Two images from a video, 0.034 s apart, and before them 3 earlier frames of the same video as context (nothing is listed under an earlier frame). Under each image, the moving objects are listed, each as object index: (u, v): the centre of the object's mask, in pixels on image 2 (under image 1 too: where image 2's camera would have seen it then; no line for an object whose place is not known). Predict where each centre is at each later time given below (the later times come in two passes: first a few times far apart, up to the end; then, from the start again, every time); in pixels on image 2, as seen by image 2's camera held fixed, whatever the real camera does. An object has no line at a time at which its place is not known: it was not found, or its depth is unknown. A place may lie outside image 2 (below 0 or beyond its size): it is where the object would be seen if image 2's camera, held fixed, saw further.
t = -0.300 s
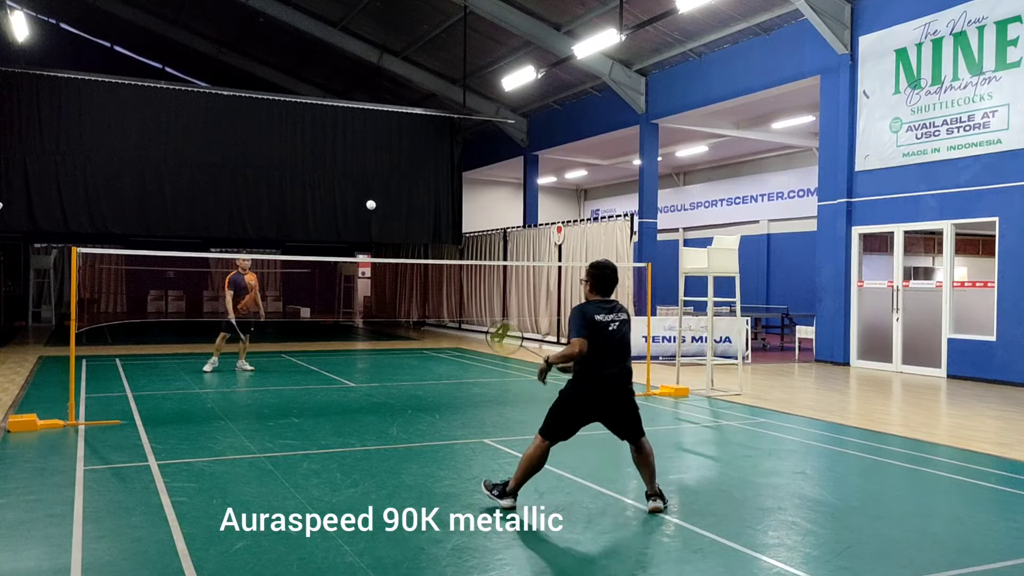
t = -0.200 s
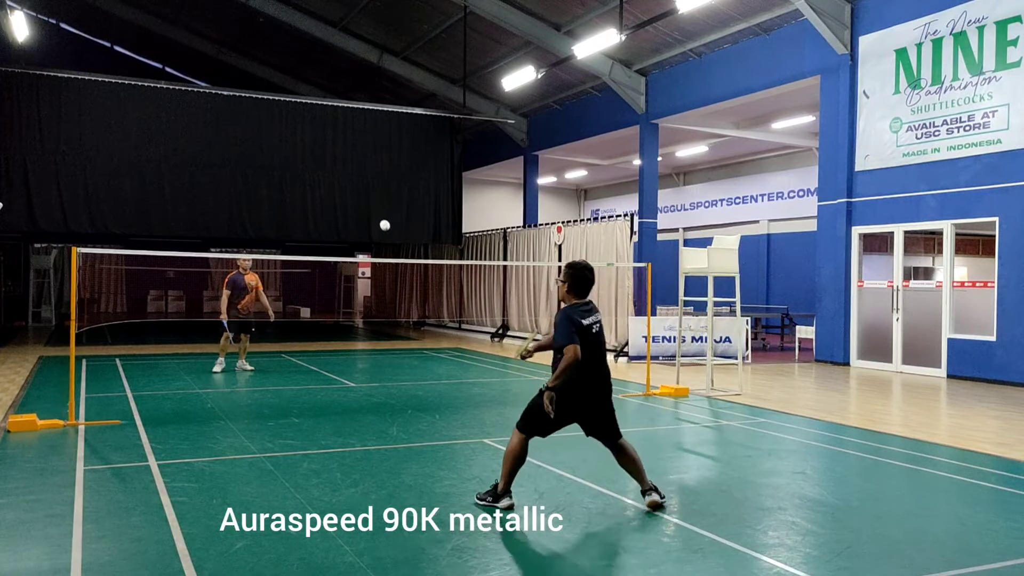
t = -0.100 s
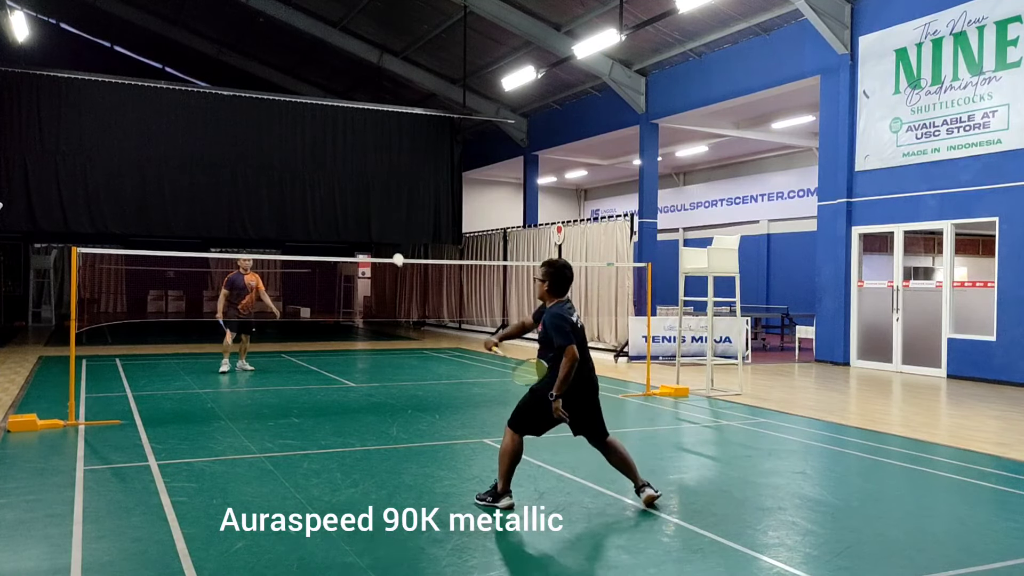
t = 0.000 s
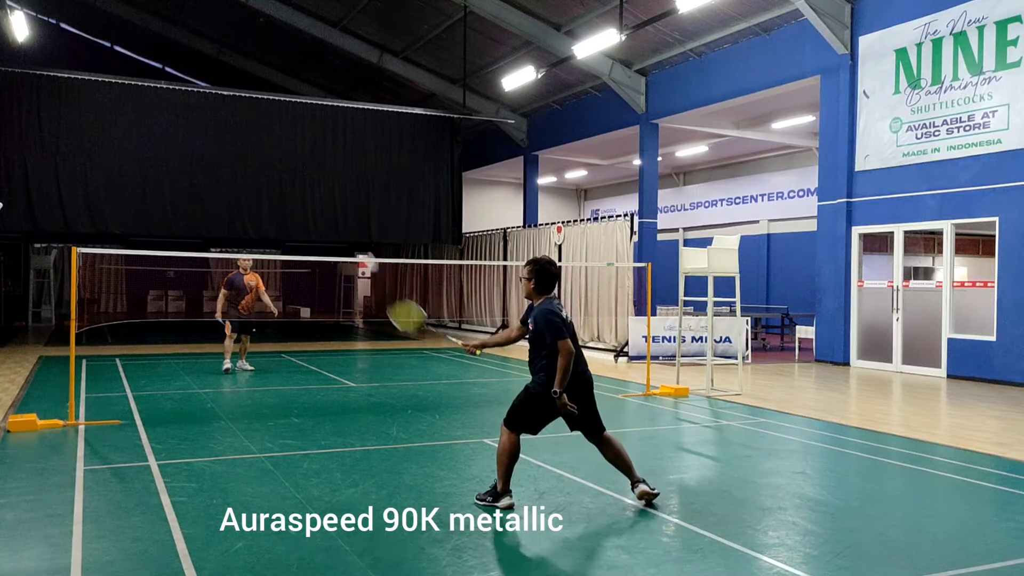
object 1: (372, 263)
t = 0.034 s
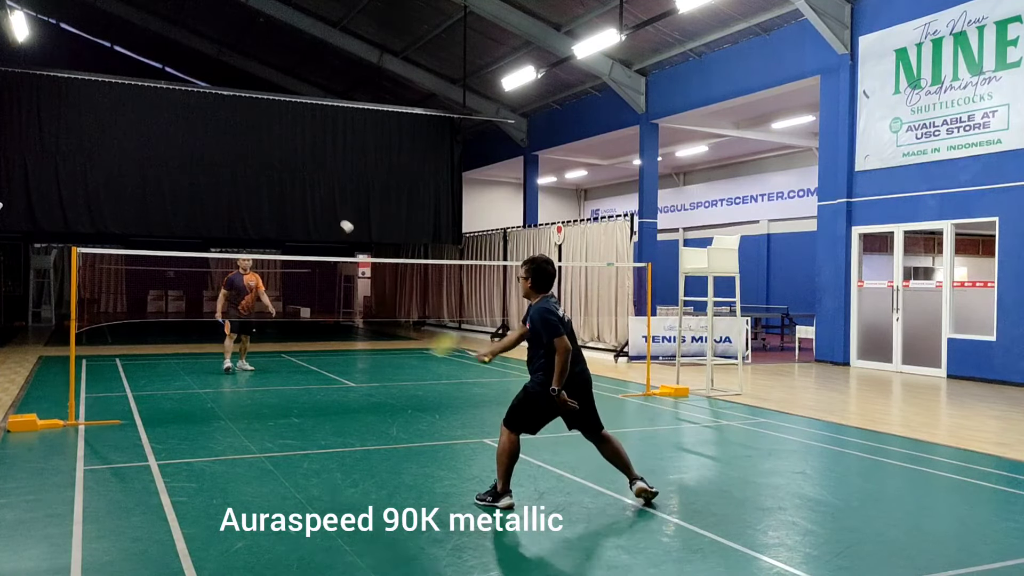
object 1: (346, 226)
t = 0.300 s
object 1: (273, 187)
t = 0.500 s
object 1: (253, 205)
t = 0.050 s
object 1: (338, 222)
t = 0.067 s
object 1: (330, 217)
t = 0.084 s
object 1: (323, 211)
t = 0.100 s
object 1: (316, 205)
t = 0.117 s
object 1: (310, 200)
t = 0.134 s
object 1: (305, 196)
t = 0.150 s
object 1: (300, 194)
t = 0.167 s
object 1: (296, 192)
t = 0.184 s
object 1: (292, 190)
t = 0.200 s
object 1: (289, 189)
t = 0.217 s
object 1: (285, 188)
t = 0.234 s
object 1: (283, 187)
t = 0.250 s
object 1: (280, 187)
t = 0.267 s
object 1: (278, 187)
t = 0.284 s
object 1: (275, 187)
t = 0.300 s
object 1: (273, 187)
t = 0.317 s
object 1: (271, 188)
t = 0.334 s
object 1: (269, 188)
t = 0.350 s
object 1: (267, 189)
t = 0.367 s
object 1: (264, 191)
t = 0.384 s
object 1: (263, 192)
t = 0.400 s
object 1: (261, 194)
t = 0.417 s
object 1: (260, 195)
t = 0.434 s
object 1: (258, 197)
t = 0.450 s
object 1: (257, 199)
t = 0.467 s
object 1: (256, 201)
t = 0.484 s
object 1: (255, 203)
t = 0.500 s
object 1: (253, 205)
